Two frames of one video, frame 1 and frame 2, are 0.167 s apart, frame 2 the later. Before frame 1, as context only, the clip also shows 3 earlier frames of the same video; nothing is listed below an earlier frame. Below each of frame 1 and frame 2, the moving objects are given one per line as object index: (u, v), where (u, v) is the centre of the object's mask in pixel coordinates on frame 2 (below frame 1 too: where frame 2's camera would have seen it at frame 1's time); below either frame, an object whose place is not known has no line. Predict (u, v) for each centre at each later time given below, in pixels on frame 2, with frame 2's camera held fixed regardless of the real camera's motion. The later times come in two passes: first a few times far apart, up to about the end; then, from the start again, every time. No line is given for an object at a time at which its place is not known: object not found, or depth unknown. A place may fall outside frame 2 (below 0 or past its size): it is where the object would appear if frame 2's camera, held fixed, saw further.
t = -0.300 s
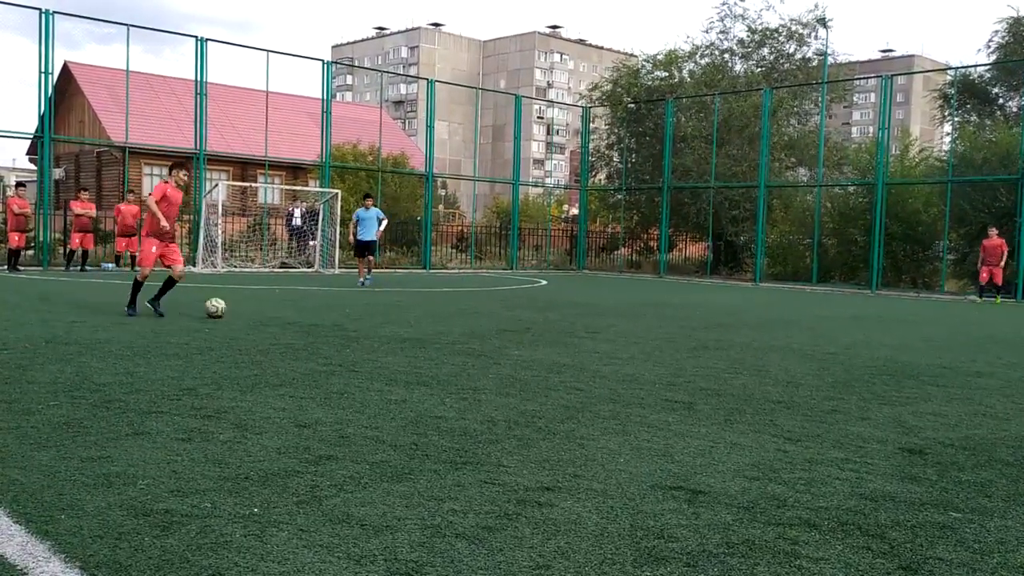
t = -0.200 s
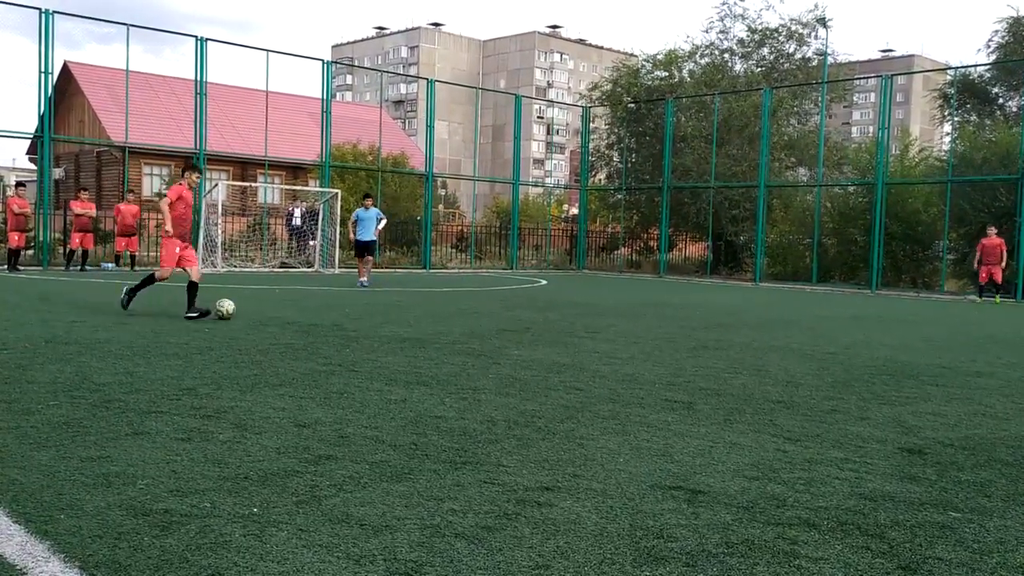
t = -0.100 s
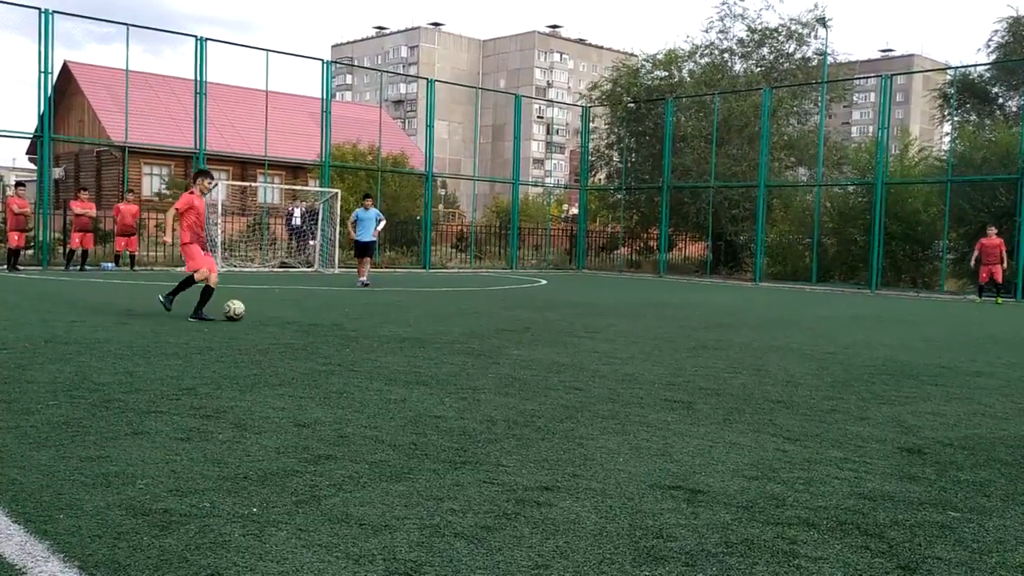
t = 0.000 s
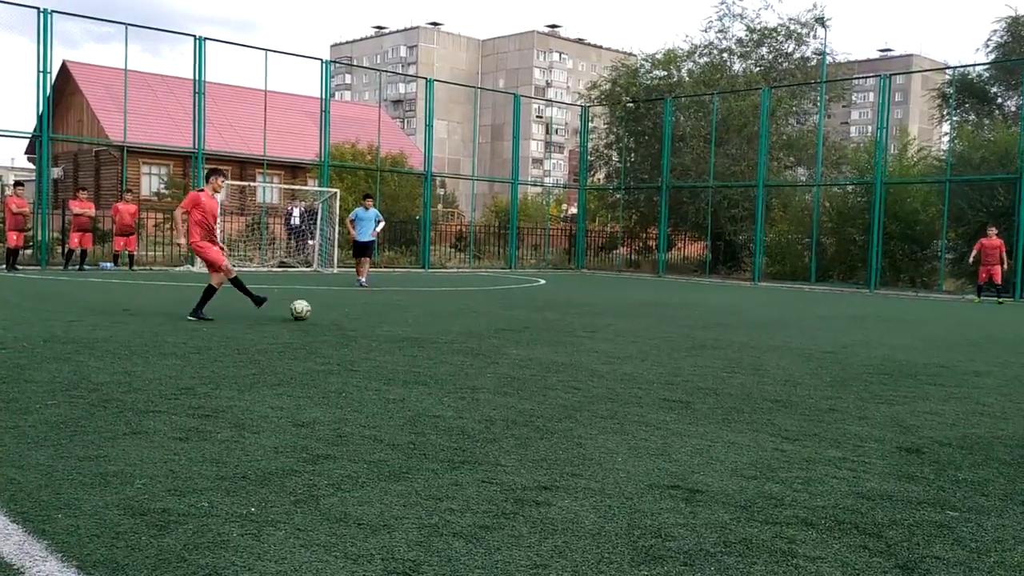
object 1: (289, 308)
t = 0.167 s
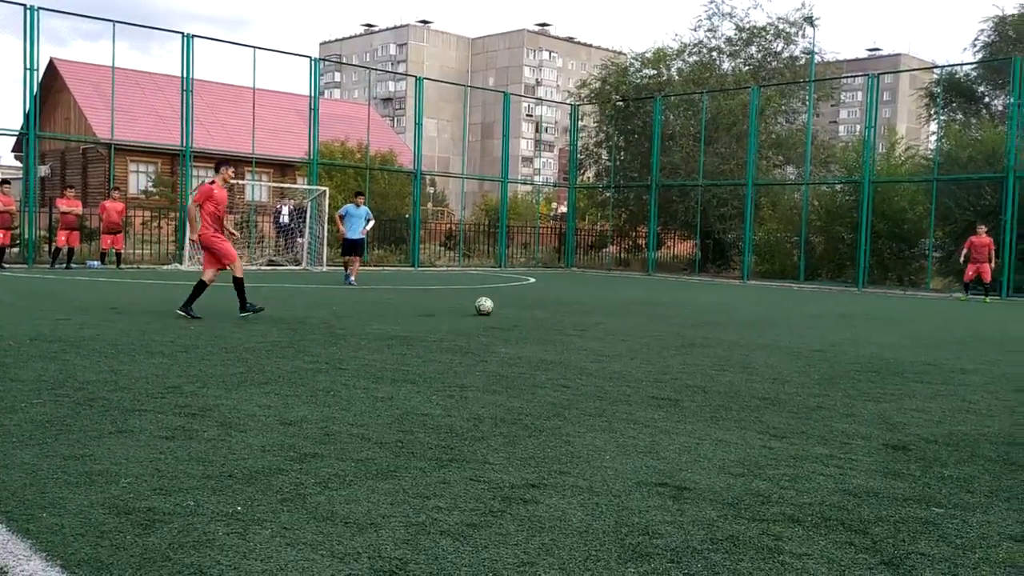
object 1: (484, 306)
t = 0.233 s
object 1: (545, 305)
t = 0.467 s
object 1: (710, 302)
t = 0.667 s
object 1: (808, 304)
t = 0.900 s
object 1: (891, 303)
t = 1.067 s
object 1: (941, 302)
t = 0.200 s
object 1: (516, 306)
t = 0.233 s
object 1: (545, 305)
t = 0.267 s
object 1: (574, 305)
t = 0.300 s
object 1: (599, 304)
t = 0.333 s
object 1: (625, 304)
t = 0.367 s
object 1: (648, 304)
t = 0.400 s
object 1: (670, 303)
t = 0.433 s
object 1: (691, 302)
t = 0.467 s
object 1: (710, 302)
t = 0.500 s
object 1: (729, 302)
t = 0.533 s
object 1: (747, 304)
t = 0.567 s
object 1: (763, 303)
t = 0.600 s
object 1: (779, 303)
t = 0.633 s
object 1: (794, 304)
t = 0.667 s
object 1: (808, 304)
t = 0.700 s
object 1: (822, 304)
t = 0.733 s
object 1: (835, 304)
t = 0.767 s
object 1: (847, 304)
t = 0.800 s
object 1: (858, 304)
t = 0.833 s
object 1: (869, 304)
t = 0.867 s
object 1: (880, 304)
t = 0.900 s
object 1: (891, 303)
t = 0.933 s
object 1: (901, 302)
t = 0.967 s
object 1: (911, 302)
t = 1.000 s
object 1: (921, 303)
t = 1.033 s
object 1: (931, 303)
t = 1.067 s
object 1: (941, 302)
